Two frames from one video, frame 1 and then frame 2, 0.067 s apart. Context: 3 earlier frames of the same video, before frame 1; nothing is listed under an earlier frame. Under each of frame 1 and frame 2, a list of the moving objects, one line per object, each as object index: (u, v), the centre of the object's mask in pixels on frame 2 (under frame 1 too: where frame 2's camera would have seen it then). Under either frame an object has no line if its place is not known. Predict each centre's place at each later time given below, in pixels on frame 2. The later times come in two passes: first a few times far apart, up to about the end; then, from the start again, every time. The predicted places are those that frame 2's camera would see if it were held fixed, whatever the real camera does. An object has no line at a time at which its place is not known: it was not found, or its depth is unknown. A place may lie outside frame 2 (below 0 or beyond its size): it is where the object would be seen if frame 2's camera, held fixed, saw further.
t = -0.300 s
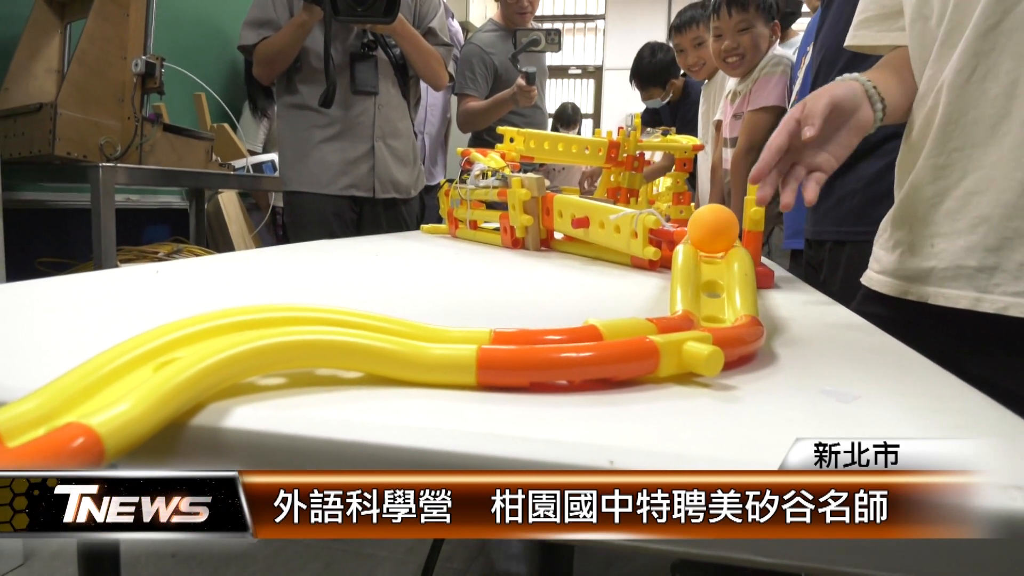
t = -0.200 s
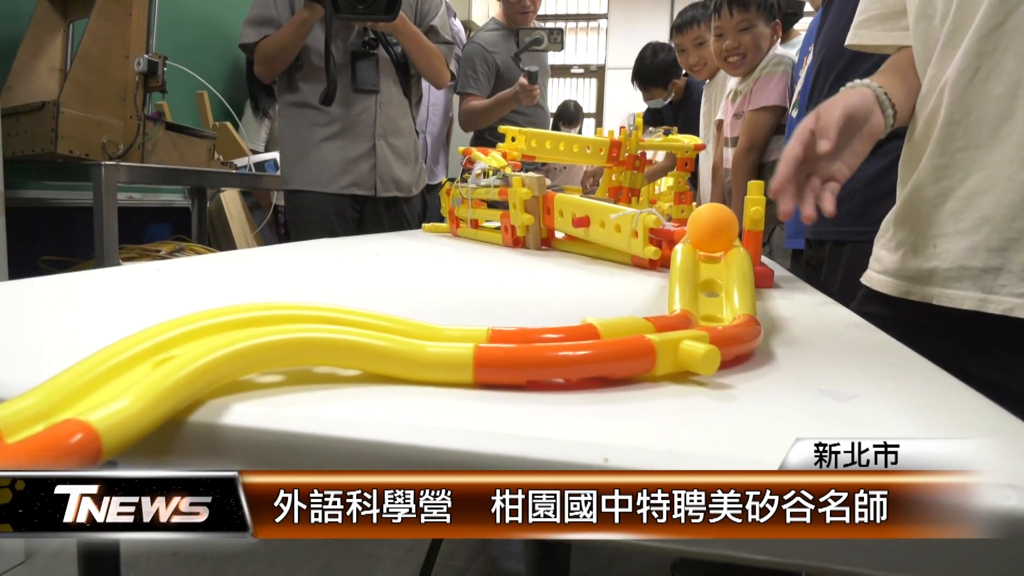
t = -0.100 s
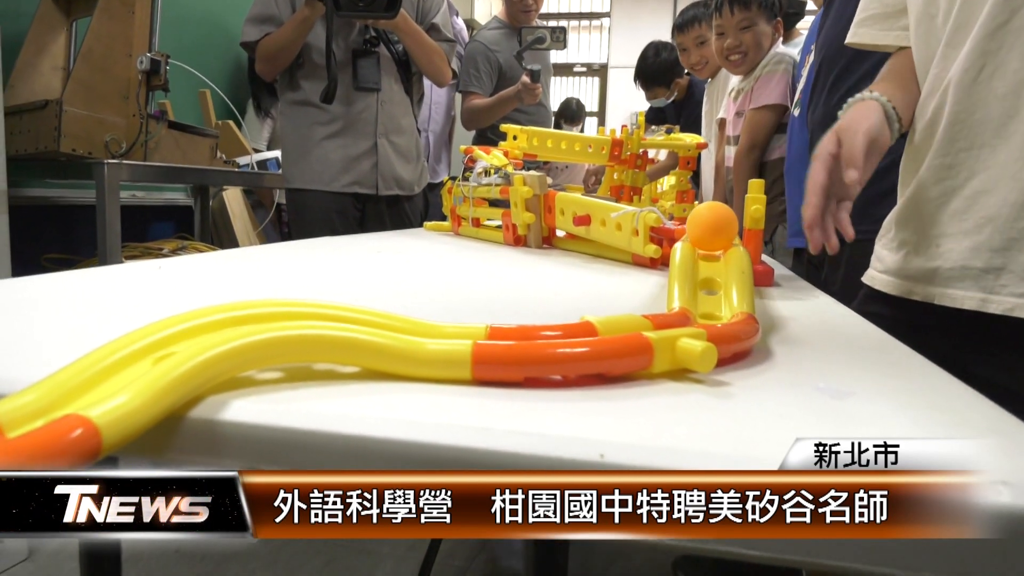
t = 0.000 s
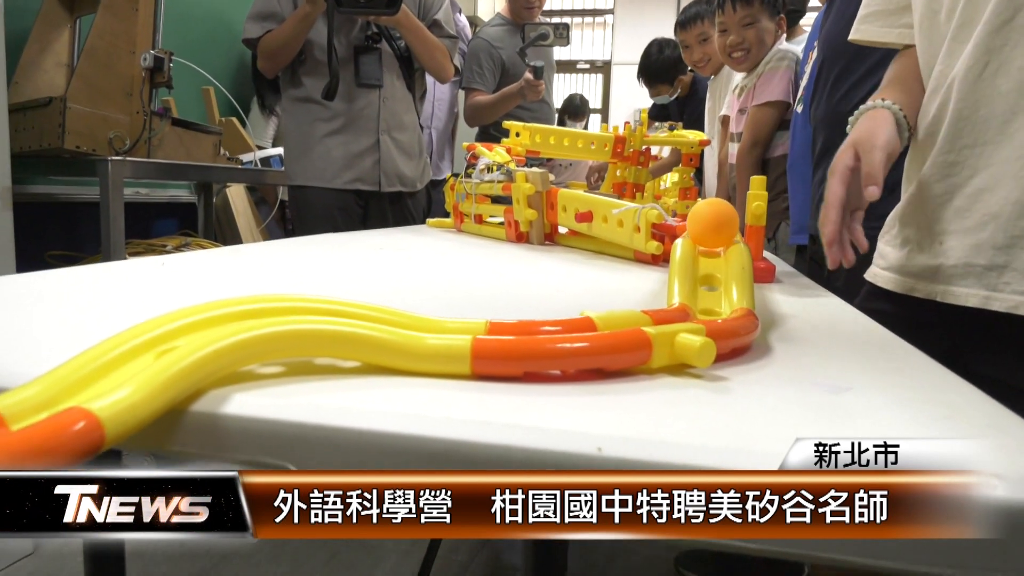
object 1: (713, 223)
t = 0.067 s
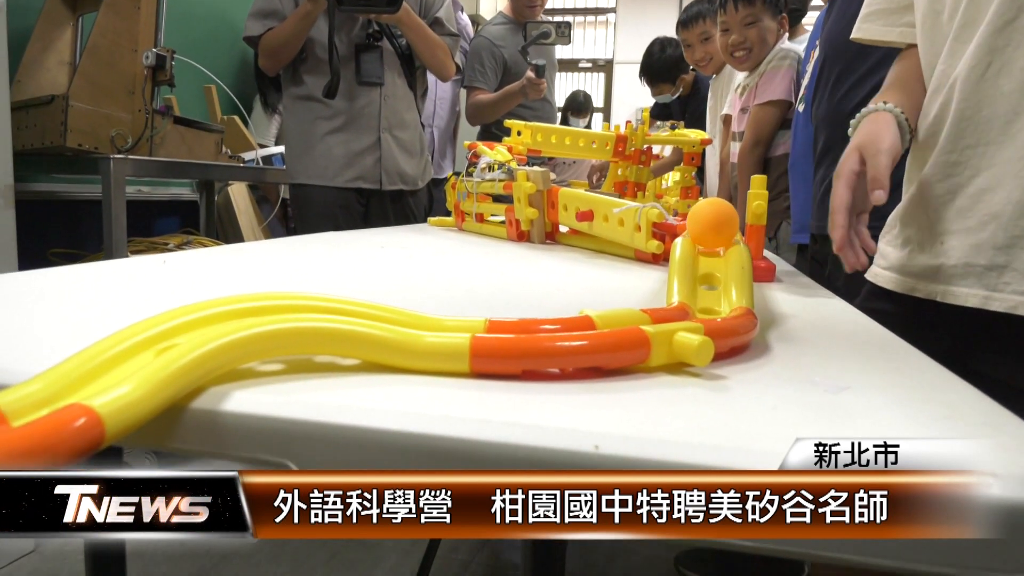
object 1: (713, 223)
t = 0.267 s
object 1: (712, 240)
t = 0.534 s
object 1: (690, 290)
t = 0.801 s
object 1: (501, 300)
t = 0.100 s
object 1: (713, 224)
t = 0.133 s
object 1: (712, 225)
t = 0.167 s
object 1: (712, 226)
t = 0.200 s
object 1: (712, 229)
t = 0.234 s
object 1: (712, 232)
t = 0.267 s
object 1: (712, 240)
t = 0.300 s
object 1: (713, 247)
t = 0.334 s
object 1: (711, 256)
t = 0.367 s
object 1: (711, 273)
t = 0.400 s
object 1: (711, 281)
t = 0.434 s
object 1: (711, 284)
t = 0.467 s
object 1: (710, 287)
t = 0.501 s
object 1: (703, 288)
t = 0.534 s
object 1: (690, 290)
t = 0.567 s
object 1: (673, 291)
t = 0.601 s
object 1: (654, 293)
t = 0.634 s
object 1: (631, 295)
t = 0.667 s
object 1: (608, 295)
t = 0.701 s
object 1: (585, 297)
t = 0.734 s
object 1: (560, 299)
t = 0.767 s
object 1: (531, 299)
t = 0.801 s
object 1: (501, 300)
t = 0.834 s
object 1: (471, 298)
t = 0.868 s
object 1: (442, 298)
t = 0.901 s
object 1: (415, 294)
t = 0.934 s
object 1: (389, 289)
